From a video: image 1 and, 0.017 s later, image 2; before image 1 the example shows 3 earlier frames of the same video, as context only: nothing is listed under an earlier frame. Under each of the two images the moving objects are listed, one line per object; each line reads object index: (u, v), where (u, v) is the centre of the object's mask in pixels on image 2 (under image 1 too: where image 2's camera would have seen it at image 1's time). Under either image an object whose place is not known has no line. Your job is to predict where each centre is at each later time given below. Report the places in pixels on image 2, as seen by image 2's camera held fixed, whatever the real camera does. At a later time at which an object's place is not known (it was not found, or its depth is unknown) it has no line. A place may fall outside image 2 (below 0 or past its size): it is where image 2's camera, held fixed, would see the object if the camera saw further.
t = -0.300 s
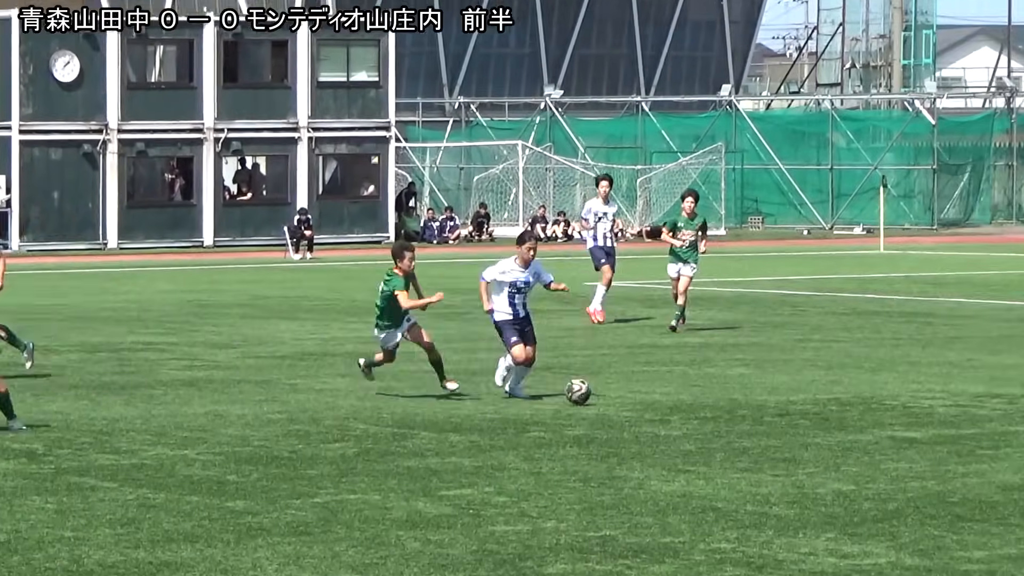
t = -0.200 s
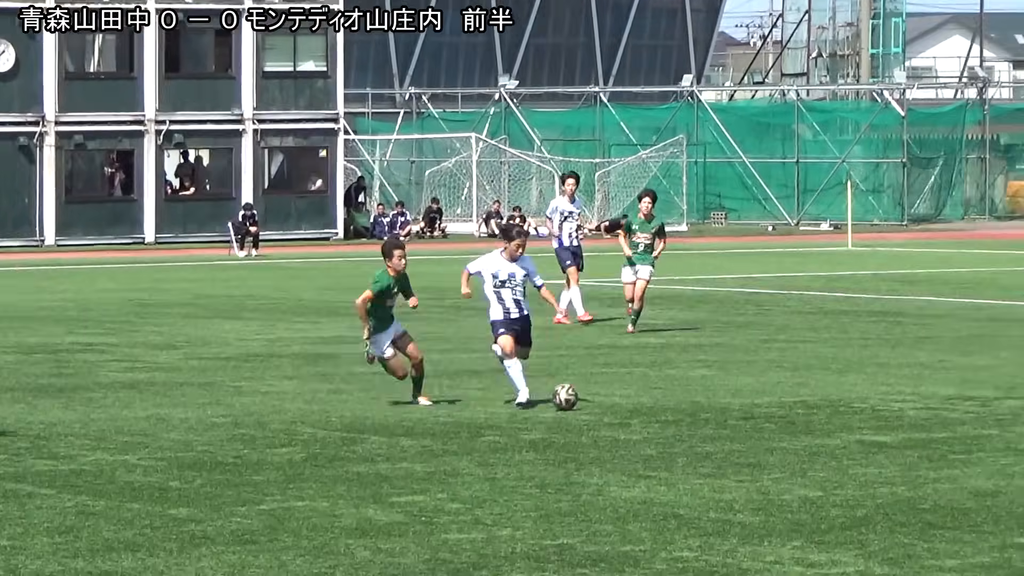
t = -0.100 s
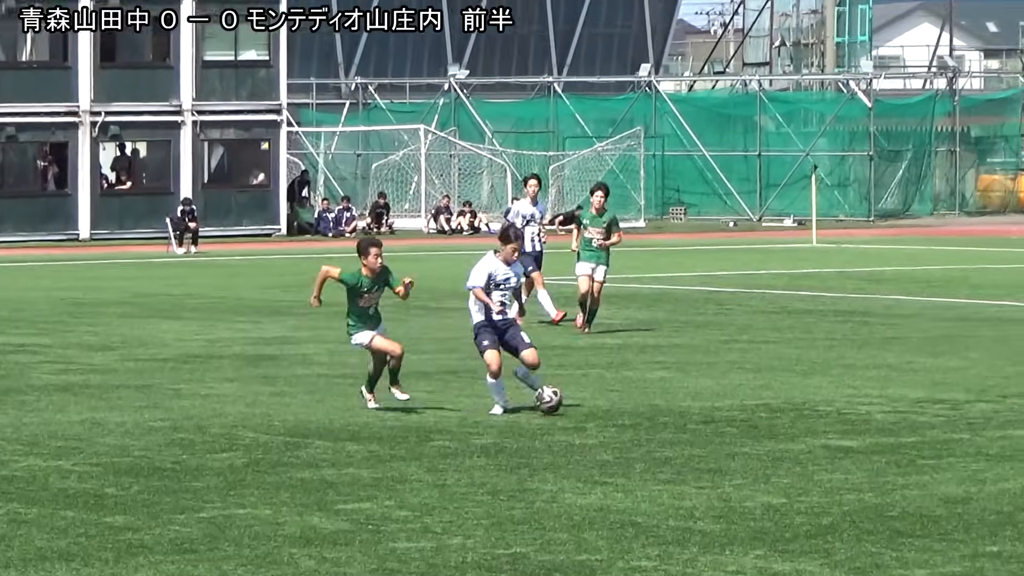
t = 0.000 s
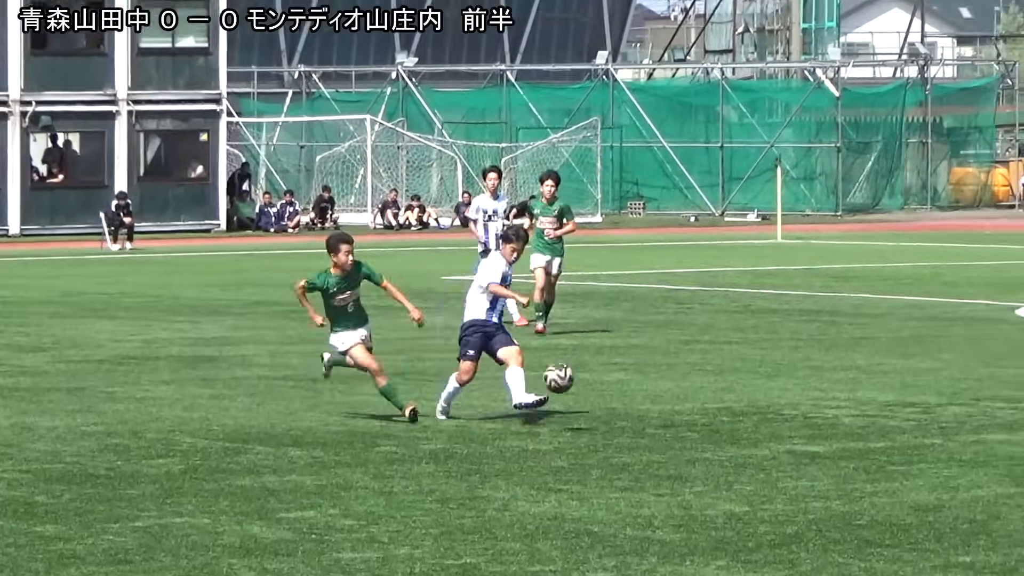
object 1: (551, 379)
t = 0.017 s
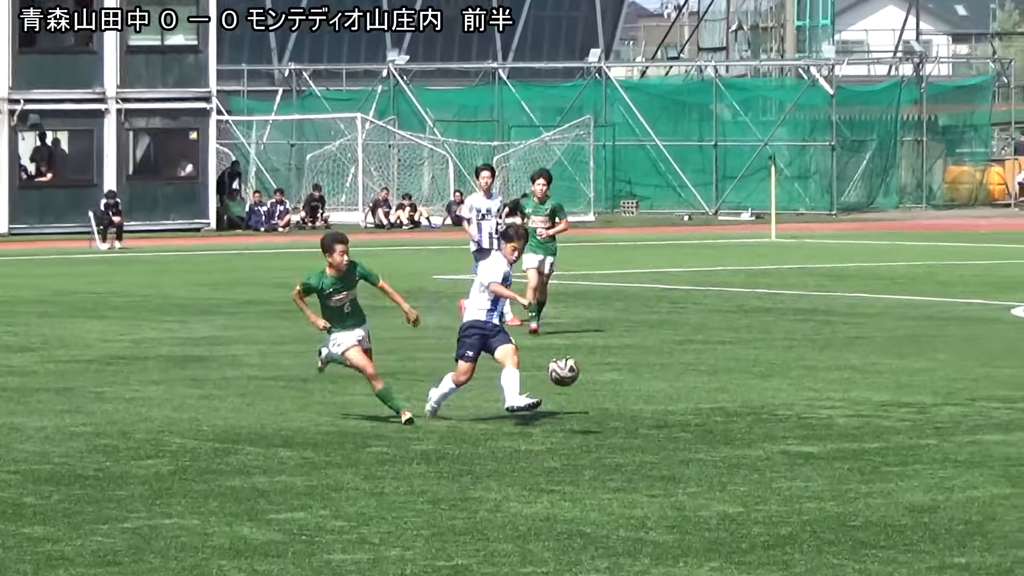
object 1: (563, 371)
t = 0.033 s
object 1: (576, 364)
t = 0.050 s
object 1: (588, 357)
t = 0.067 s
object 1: (601, 350)
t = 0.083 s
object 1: (612, 343)
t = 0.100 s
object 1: (624, 336)
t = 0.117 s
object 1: (636, 330)
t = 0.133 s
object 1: (648, 323)
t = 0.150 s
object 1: (659, 316)
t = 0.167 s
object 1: (671, 308)
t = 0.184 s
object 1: (682, 302)
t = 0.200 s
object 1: (693, 296)
